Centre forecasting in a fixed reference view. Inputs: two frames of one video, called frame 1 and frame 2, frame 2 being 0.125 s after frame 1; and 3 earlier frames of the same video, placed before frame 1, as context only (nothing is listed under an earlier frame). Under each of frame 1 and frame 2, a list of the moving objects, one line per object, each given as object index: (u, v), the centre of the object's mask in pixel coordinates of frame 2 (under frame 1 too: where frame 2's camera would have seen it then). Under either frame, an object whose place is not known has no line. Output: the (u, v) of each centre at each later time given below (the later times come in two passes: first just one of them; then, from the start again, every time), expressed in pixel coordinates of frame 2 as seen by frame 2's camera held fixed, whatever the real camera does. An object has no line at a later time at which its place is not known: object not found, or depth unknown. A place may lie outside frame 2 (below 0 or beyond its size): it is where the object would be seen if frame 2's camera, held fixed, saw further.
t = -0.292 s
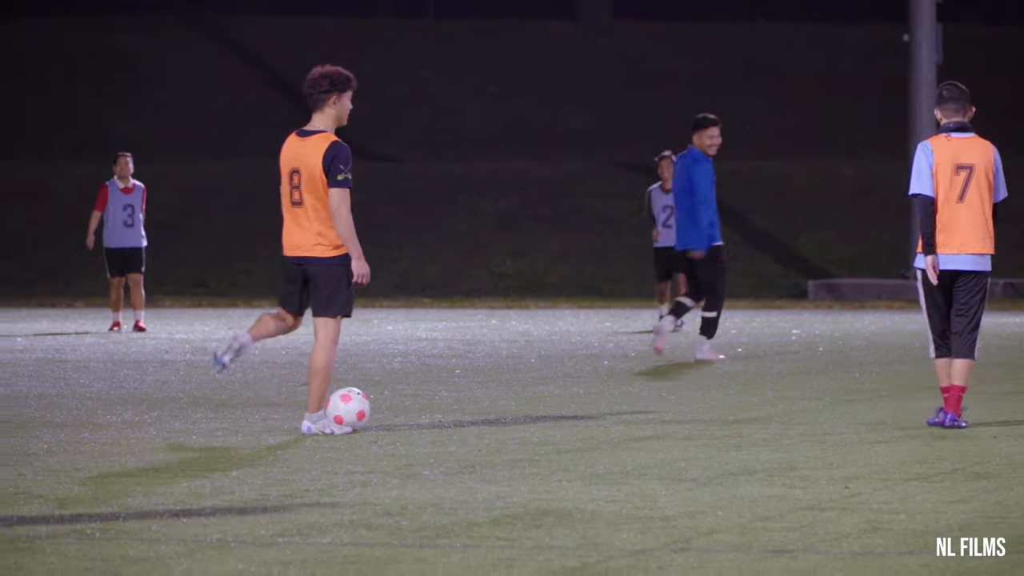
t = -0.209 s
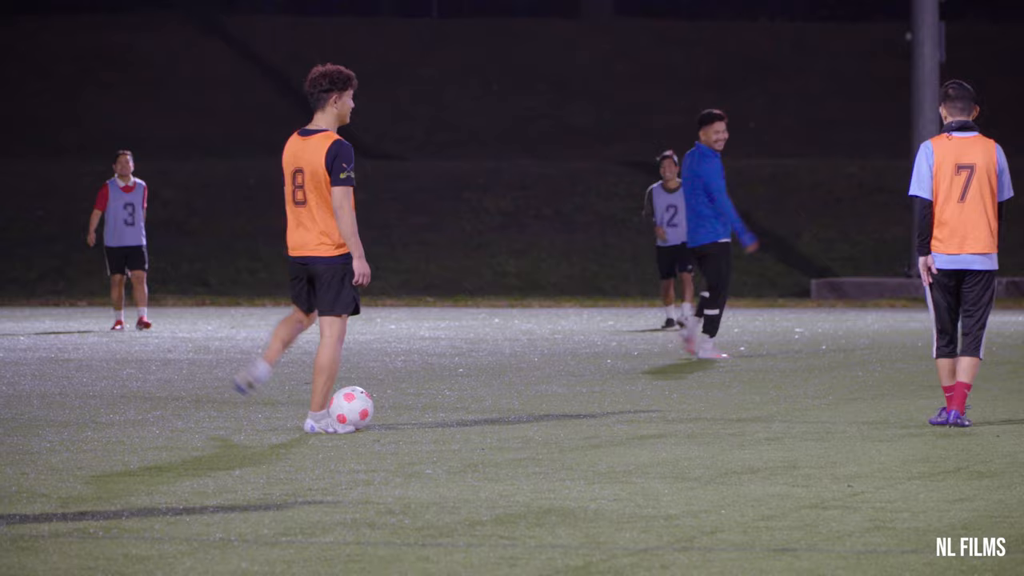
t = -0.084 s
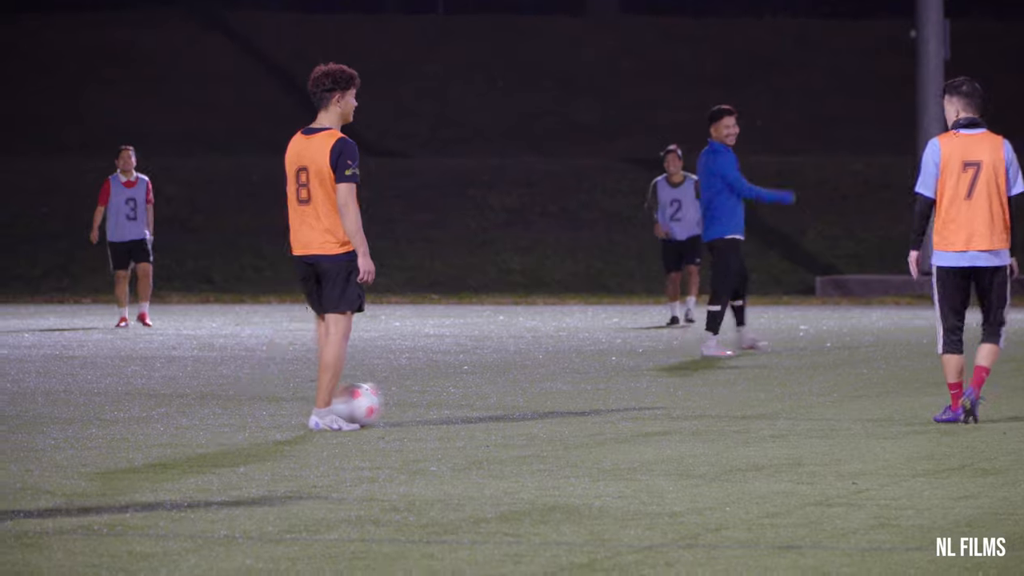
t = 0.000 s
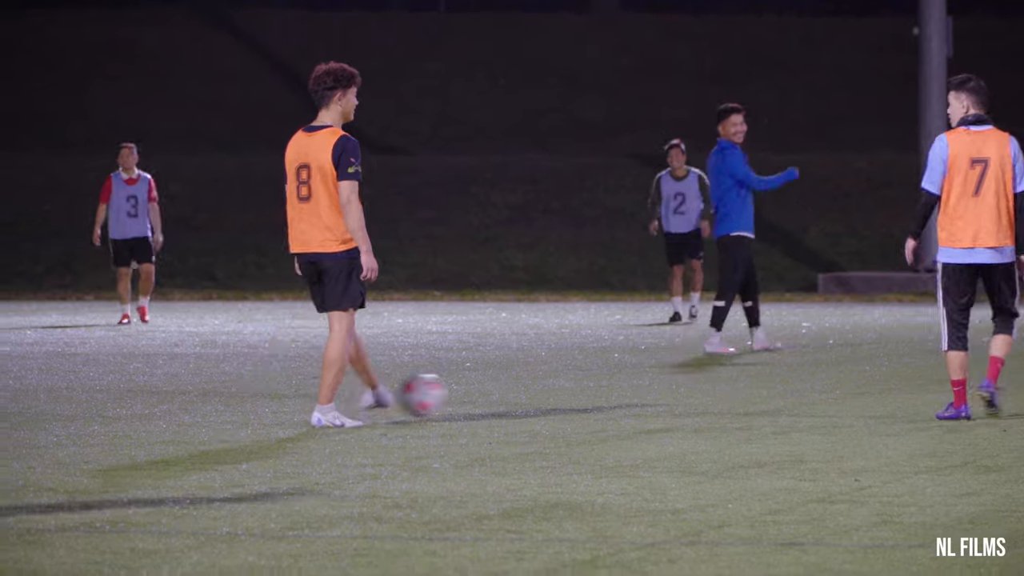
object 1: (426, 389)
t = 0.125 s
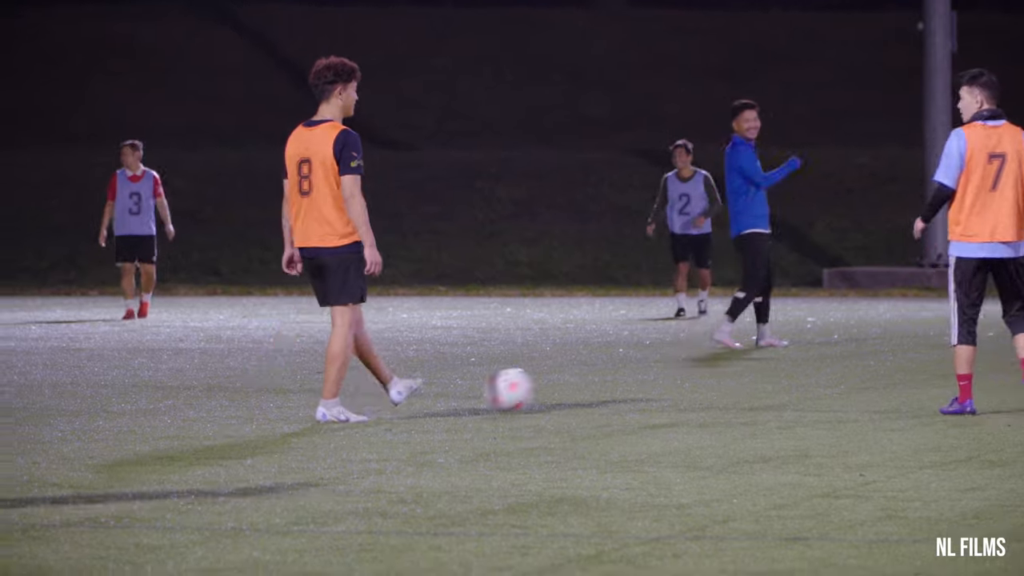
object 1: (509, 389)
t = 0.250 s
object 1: (581, 391)
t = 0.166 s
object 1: (533, 388)
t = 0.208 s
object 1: (558, 389)
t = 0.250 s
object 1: (581, 391)
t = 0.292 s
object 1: (601, 388)
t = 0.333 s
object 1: (620, 388)
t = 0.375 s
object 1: (637, 389)
